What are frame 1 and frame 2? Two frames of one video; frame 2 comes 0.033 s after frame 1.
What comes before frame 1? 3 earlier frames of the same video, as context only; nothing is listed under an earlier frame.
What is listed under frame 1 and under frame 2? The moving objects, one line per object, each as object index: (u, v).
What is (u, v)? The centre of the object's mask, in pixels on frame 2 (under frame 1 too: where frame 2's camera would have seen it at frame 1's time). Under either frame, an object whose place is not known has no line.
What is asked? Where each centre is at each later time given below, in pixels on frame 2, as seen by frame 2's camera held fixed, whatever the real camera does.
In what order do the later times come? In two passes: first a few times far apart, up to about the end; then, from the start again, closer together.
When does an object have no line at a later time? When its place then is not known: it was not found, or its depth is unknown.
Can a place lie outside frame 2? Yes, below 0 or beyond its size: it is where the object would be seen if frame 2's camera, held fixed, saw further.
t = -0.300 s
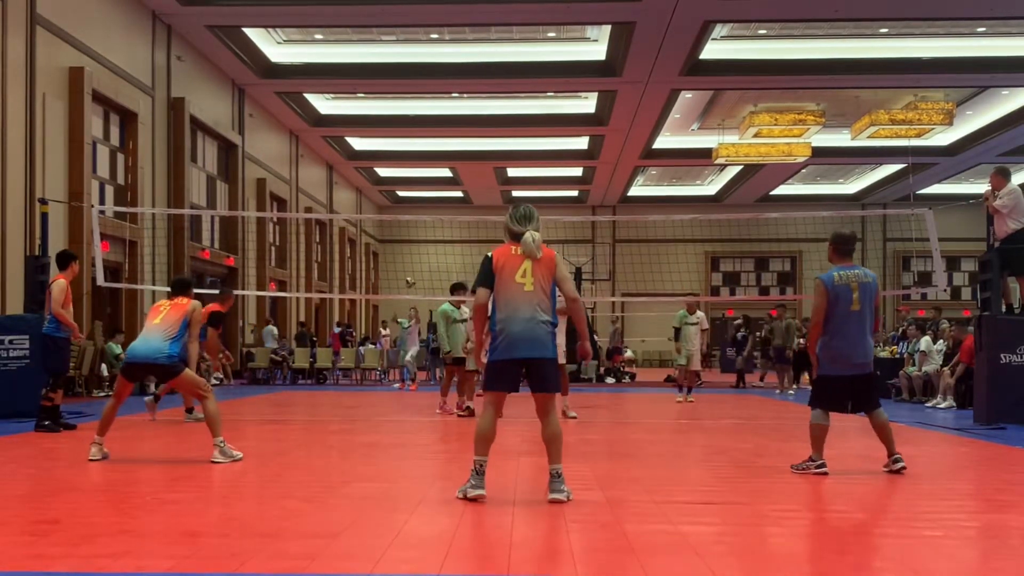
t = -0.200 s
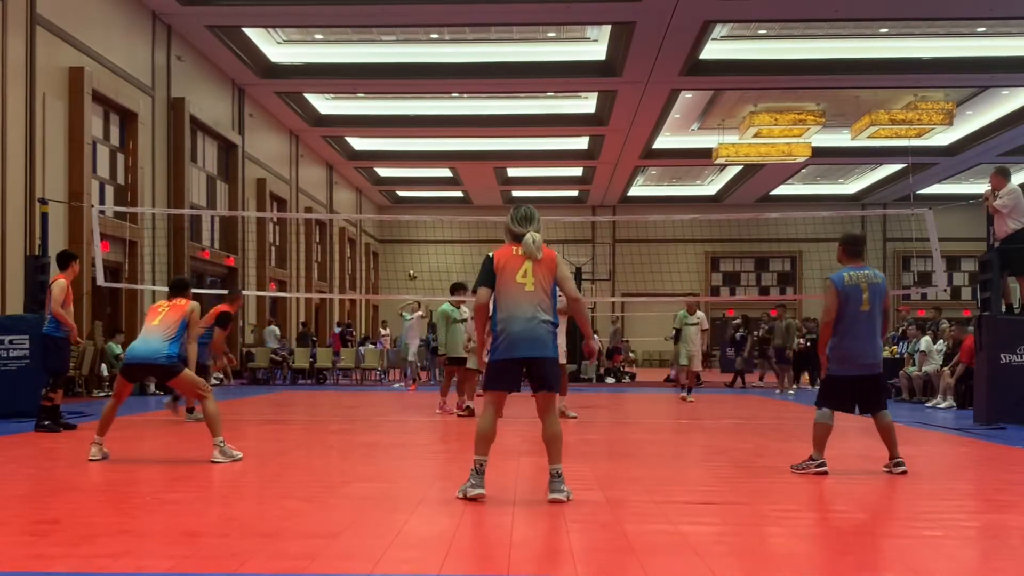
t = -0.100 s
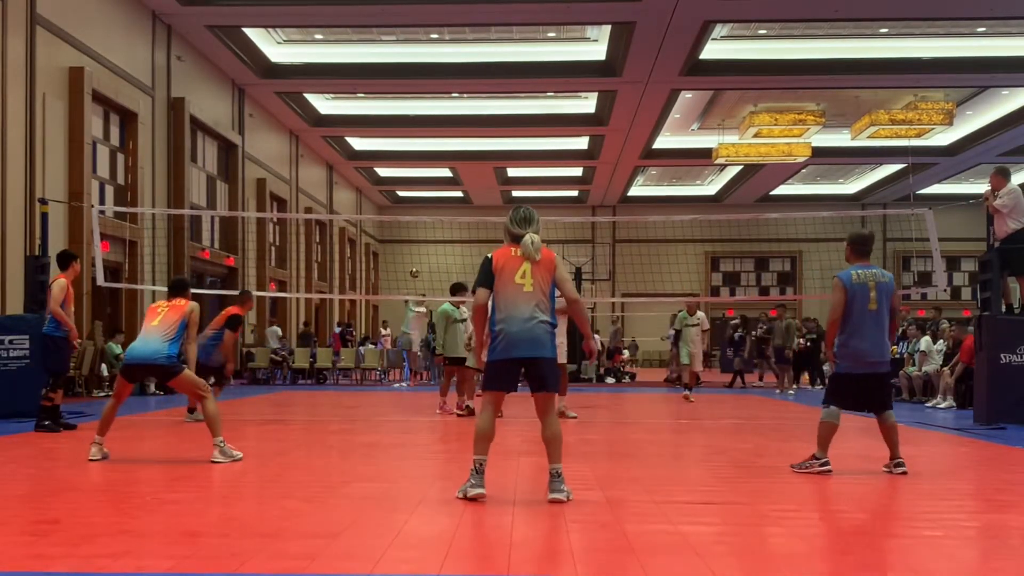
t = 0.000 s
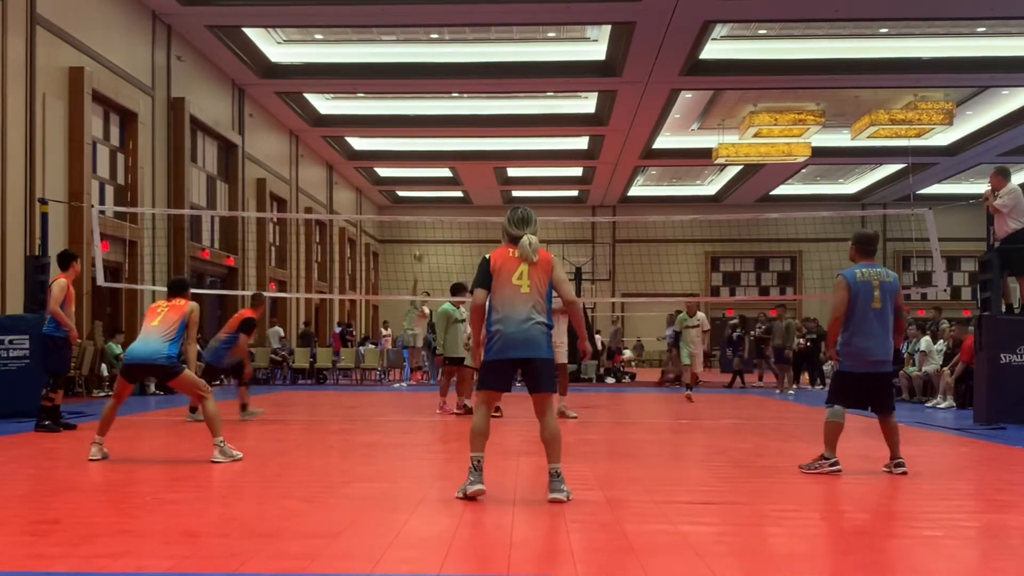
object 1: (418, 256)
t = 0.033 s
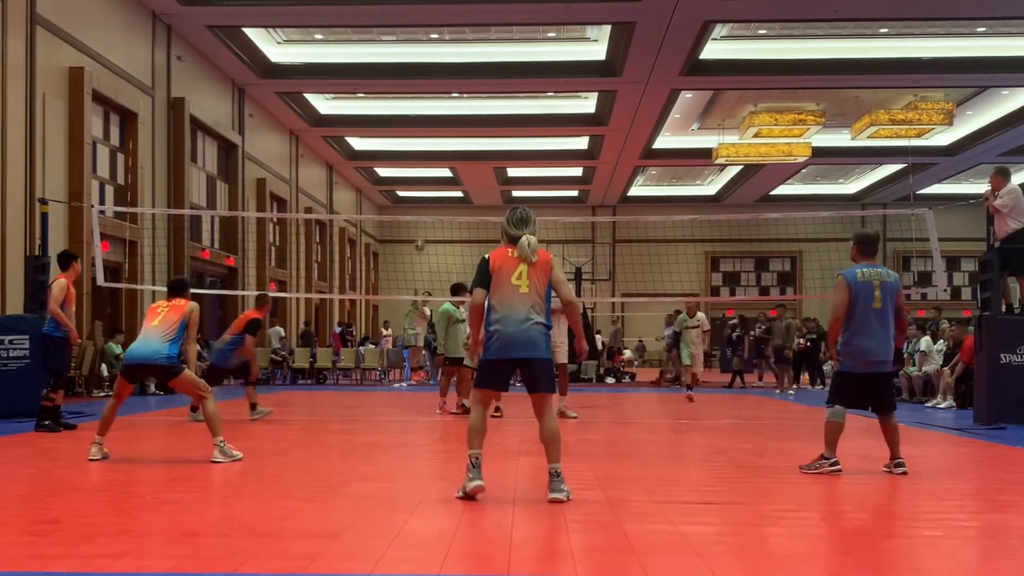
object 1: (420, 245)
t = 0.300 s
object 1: (432, 179)
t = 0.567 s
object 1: (444, 147)
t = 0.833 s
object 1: (449, 158)
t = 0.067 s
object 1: (421, 235)
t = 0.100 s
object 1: (423, 227)
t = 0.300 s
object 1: (432, 179)
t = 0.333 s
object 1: (433, 173)
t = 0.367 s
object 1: (435, 168)
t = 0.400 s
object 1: (437, 163)
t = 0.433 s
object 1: (438, 157)
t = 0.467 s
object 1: (439, 156)
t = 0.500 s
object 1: (441, 153)
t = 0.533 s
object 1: (443, 150)
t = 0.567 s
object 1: (444, 147)
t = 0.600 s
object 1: (445, 145)
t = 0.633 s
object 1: (446, 145)
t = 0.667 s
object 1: (447, 145)
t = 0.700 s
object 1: (448, 145)
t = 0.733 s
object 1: (449, 147)
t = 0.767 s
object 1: (449, 149)
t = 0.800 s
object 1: (449, 152)
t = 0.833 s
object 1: (449, 158)
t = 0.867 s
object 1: (448, 166)
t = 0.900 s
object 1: (447, 175)
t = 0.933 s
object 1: (446, 188)
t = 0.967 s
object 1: (444, 199)
